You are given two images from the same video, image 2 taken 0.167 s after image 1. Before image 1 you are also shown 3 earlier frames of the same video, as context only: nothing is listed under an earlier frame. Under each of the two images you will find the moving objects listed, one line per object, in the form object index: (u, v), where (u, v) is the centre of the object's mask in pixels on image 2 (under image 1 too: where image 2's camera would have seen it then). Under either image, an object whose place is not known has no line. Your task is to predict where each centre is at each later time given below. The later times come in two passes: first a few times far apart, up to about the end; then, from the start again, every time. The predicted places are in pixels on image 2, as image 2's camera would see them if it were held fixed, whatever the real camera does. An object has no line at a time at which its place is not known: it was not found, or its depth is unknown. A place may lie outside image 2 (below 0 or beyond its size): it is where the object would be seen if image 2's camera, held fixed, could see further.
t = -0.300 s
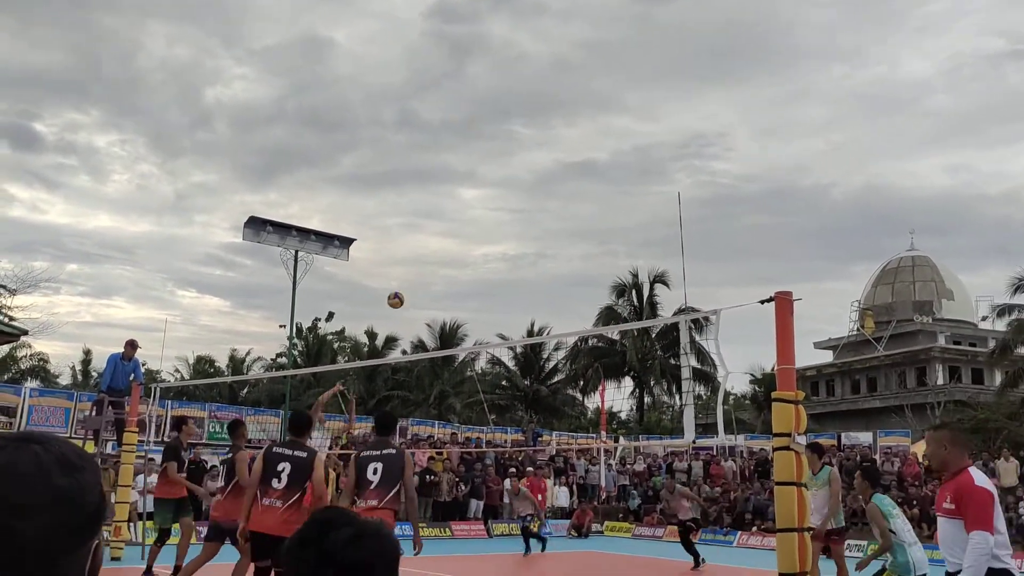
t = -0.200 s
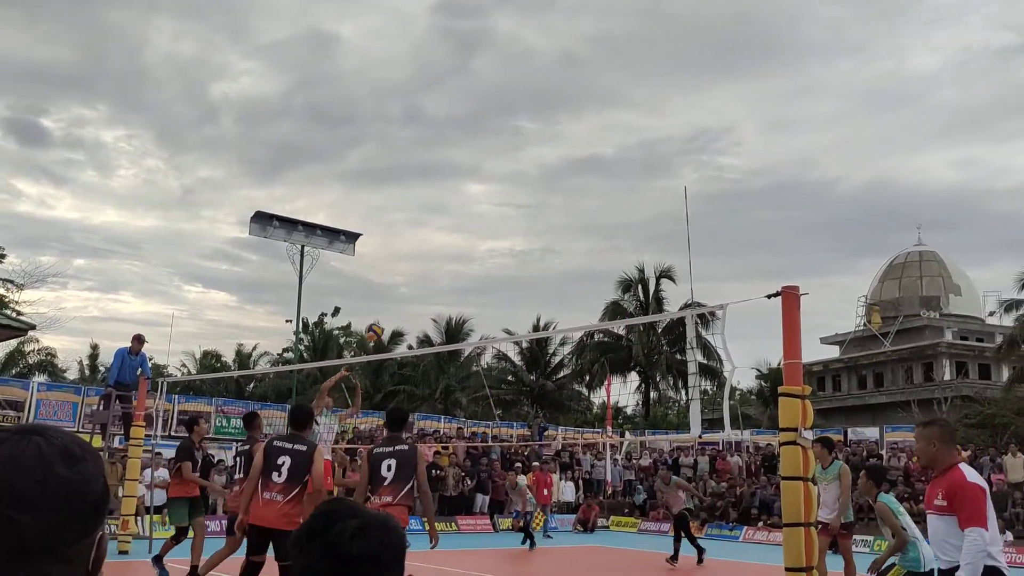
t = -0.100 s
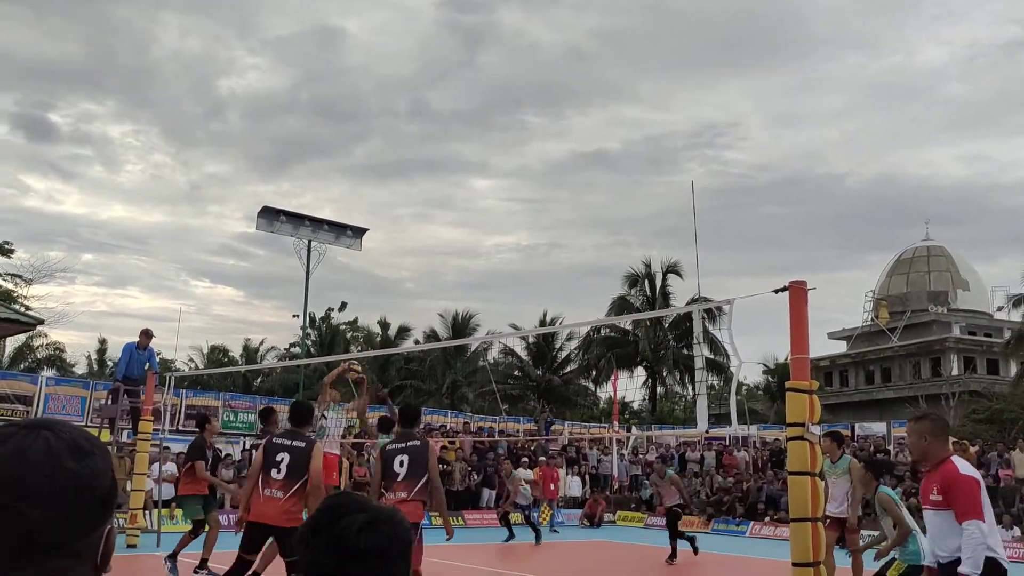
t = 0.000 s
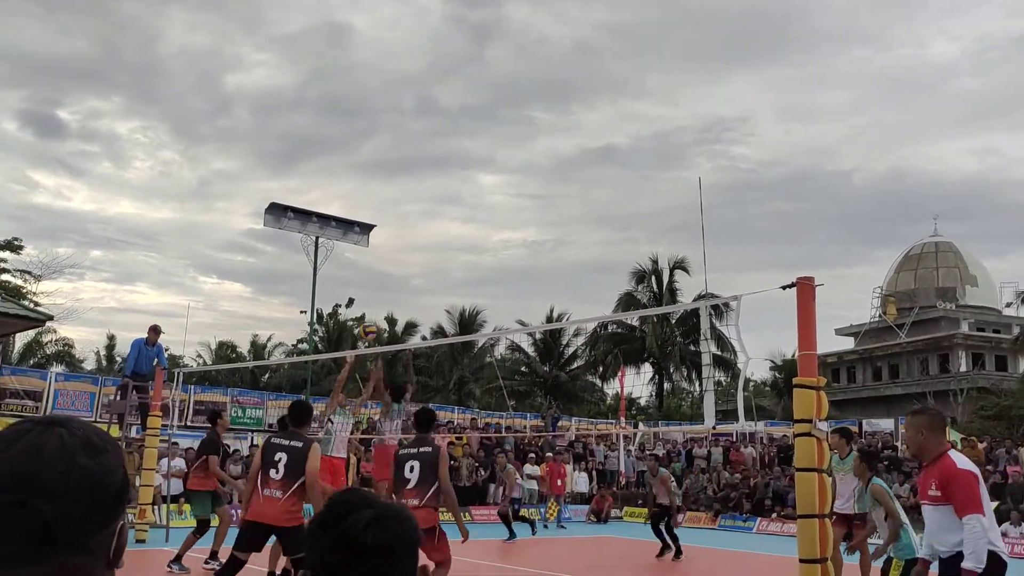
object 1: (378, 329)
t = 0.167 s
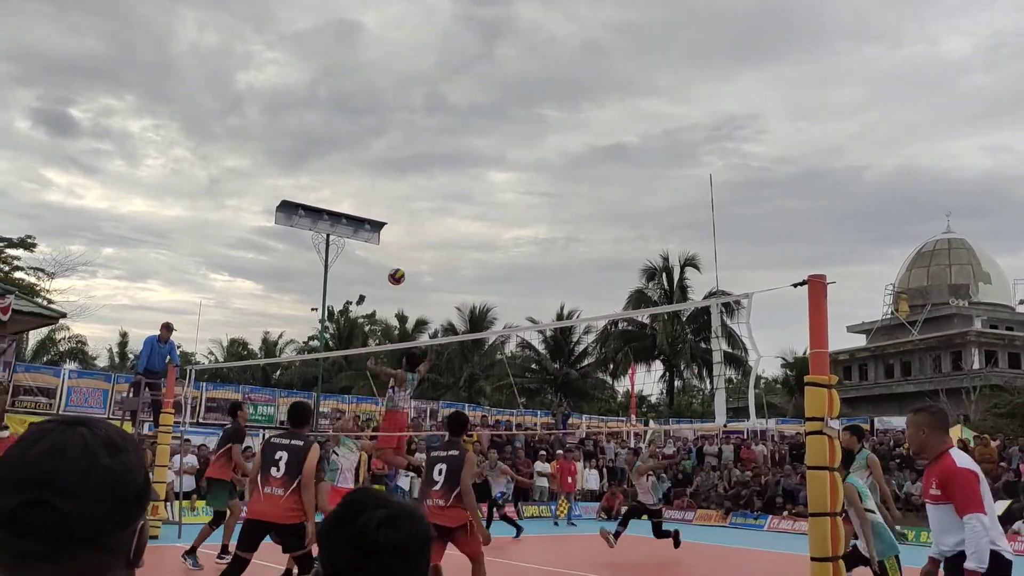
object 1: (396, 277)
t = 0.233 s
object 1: (403, 262)
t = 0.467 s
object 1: (425, 238)
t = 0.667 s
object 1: (442, 251)
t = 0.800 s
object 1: (453, 276)
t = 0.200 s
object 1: (400, 269)
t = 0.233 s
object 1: (403, 262)
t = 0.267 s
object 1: (406, 256)
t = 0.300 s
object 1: (410, 251)
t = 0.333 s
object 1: (413, 247)
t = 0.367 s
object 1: (416, 243)
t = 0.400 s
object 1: (419, 241)
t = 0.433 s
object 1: (422, 239)
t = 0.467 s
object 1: (425, 238)
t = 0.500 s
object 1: (428, 238)
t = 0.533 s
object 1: (431, 239)
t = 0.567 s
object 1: (434, 241)
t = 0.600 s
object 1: (437, 243)
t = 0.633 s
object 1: (439, 247)
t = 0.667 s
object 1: (442, 251)
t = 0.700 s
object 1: (445, 256)
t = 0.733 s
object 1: (448, 262)
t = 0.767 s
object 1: (450, 269)
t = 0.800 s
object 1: (453, 276)
